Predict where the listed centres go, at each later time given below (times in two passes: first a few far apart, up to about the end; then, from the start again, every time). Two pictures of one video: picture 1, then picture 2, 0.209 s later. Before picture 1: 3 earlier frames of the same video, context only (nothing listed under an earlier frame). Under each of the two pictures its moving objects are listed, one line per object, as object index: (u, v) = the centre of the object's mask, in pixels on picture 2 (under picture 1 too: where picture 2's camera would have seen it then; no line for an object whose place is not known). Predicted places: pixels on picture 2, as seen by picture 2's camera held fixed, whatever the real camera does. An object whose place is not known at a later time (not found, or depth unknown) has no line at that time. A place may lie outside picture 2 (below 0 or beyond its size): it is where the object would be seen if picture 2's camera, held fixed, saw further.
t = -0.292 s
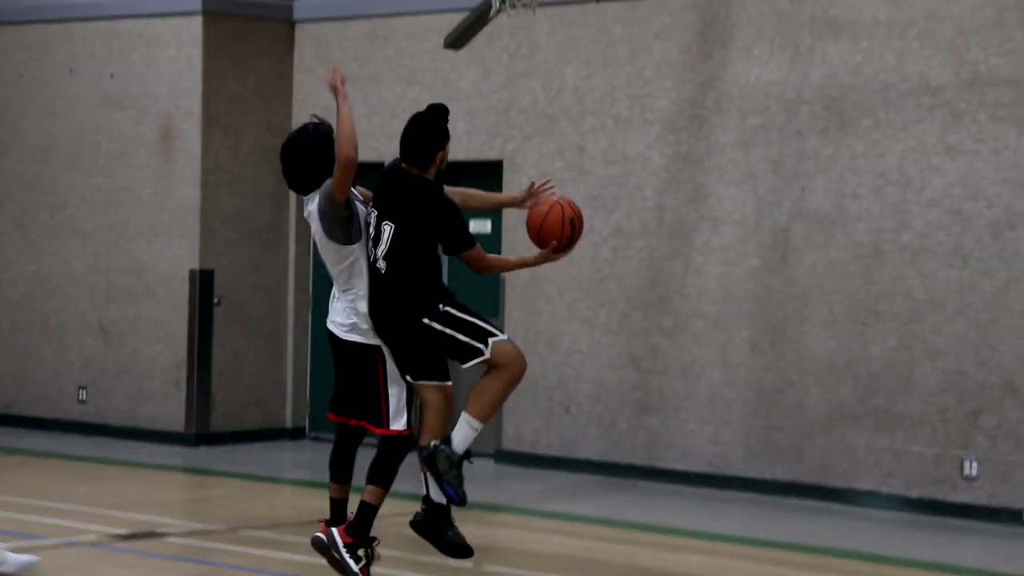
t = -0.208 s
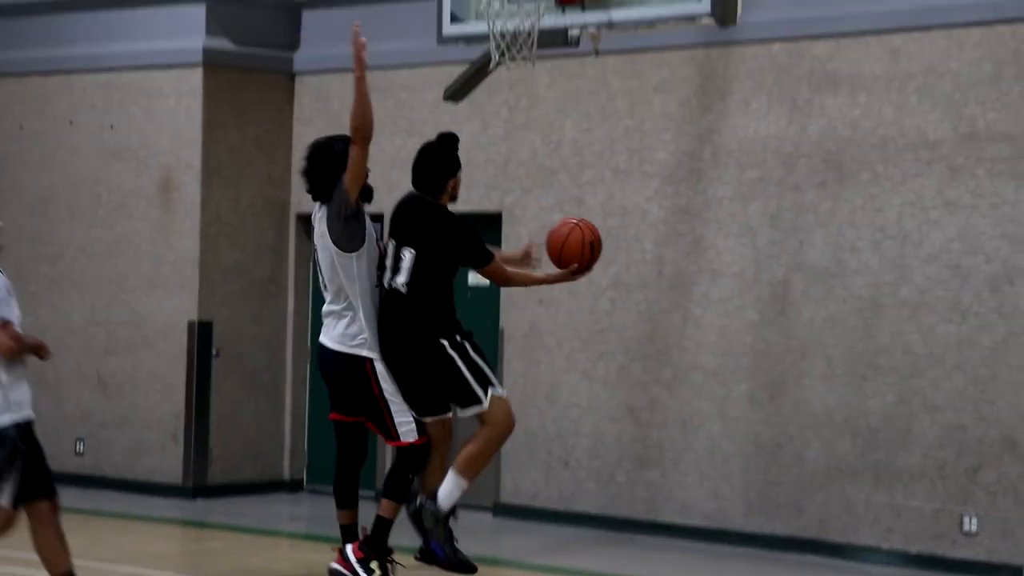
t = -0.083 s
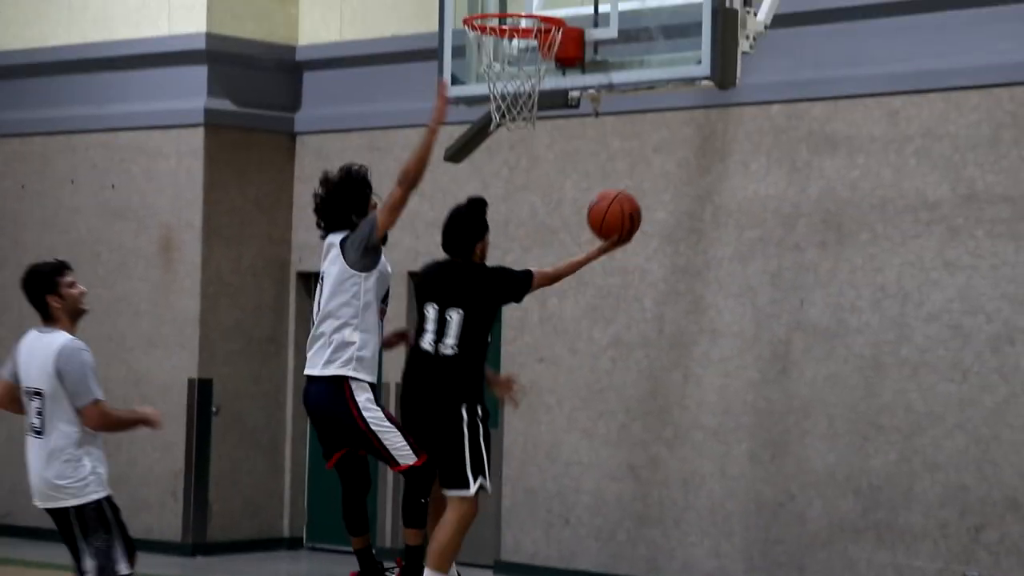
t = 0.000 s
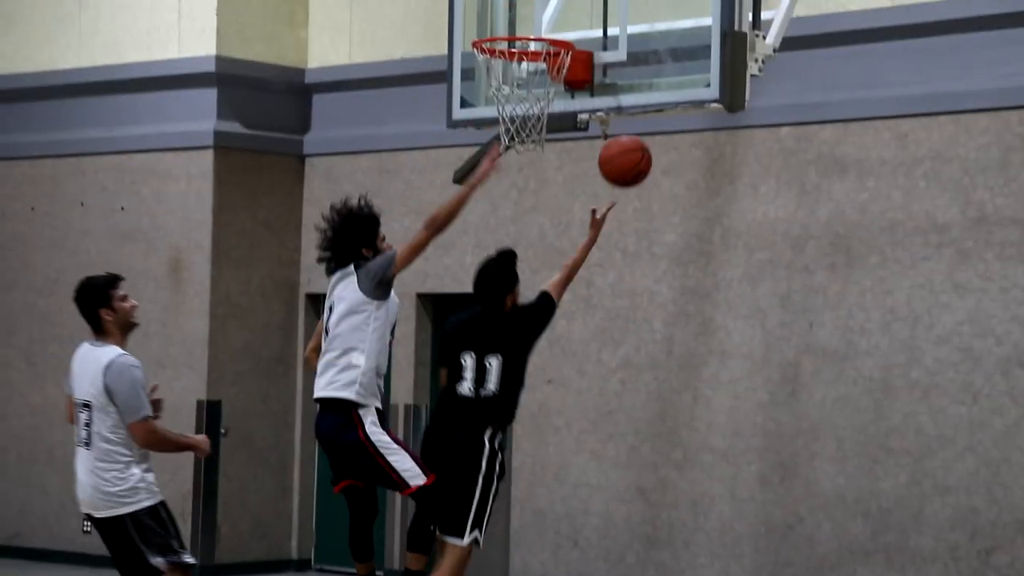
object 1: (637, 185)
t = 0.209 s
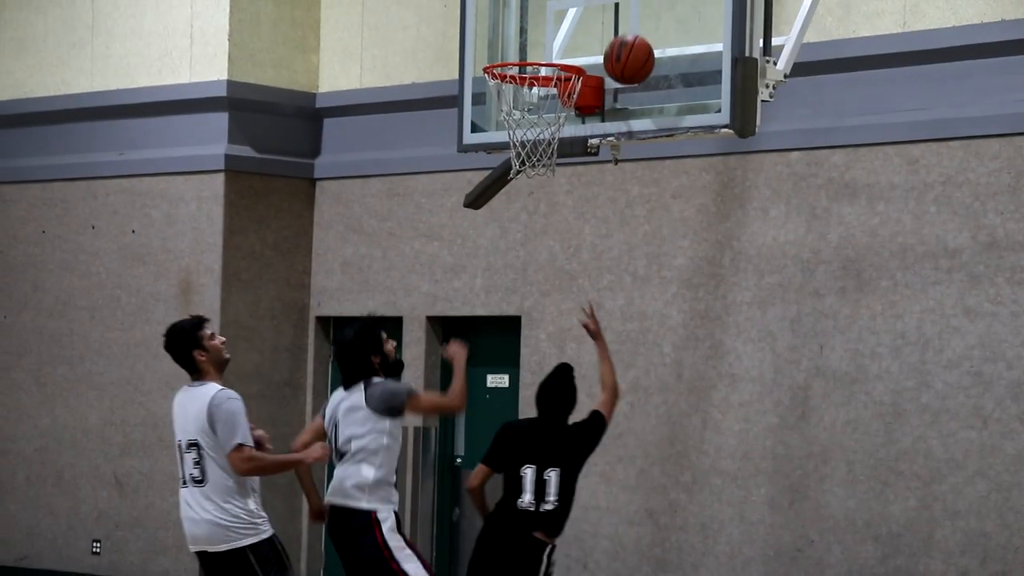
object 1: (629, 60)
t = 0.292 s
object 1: (626, 36)
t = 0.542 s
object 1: (557, 33)
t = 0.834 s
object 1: (521, 155)
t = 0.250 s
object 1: (627, 46)
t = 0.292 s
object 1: (626, 36)
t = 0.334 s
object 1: (616, 27)
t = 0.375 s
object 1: (605, 21)
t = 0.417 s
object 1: (592, 18)
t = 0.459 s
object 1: (581, 20)
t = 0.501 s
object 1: (569, 24)
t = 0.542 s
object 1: (557, 33)
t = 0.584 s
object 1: (544, 42)
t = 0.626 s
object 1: (532, 61)
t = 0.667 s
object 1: (529, 75)
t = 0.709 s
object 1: (526, 91)
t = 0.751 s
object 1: (524, 111)
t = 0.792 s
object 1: (523, 135)
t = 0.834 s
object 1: (521, 155)
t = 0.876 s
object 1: (519, 180)
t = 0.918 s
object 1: (519, 207)
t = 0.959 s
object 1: (517, 238)
